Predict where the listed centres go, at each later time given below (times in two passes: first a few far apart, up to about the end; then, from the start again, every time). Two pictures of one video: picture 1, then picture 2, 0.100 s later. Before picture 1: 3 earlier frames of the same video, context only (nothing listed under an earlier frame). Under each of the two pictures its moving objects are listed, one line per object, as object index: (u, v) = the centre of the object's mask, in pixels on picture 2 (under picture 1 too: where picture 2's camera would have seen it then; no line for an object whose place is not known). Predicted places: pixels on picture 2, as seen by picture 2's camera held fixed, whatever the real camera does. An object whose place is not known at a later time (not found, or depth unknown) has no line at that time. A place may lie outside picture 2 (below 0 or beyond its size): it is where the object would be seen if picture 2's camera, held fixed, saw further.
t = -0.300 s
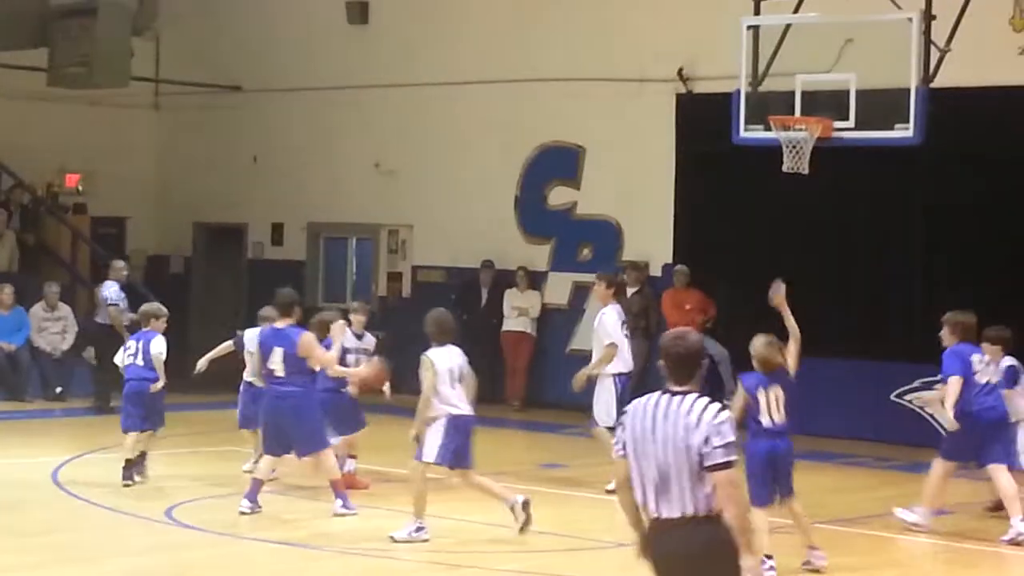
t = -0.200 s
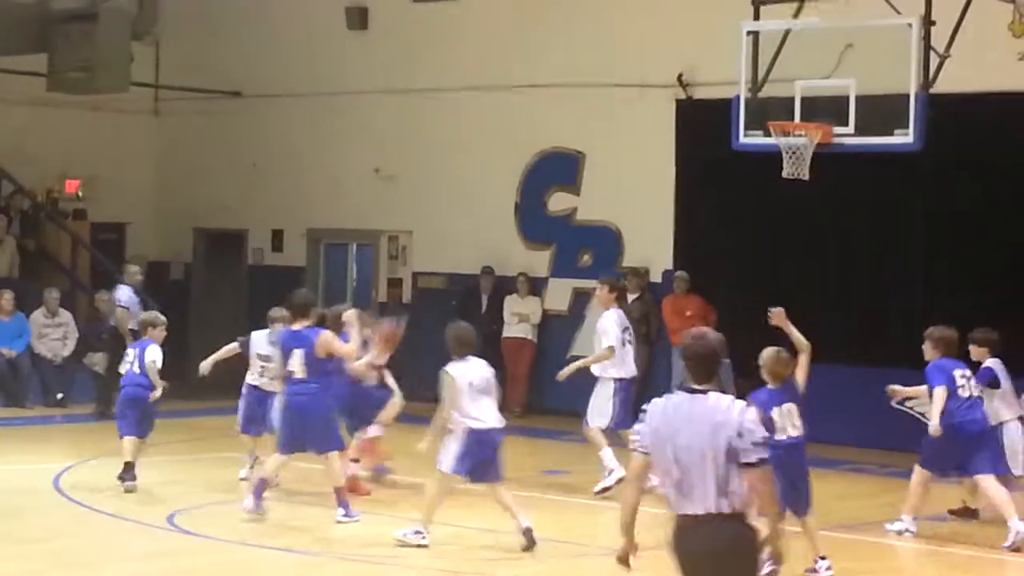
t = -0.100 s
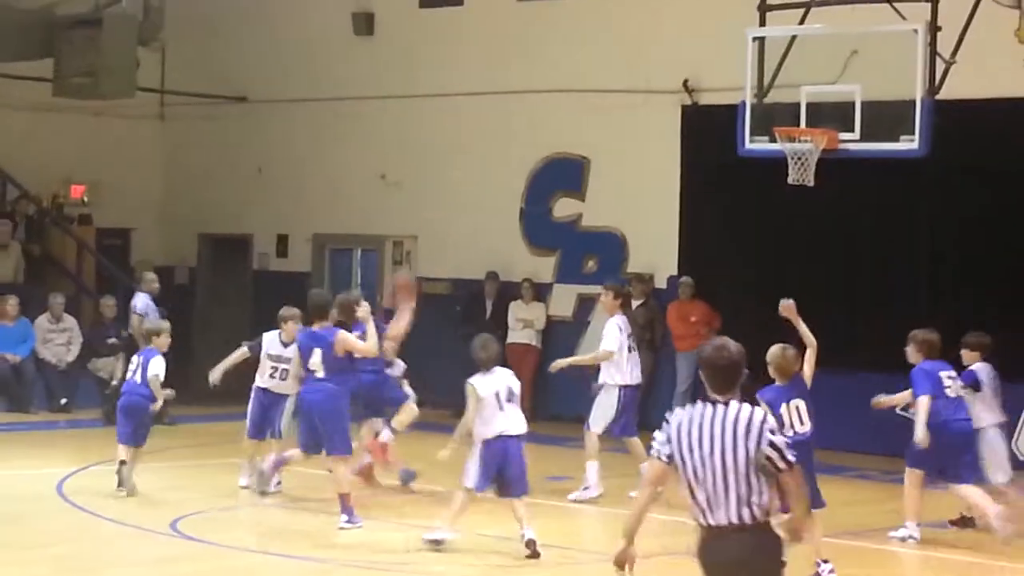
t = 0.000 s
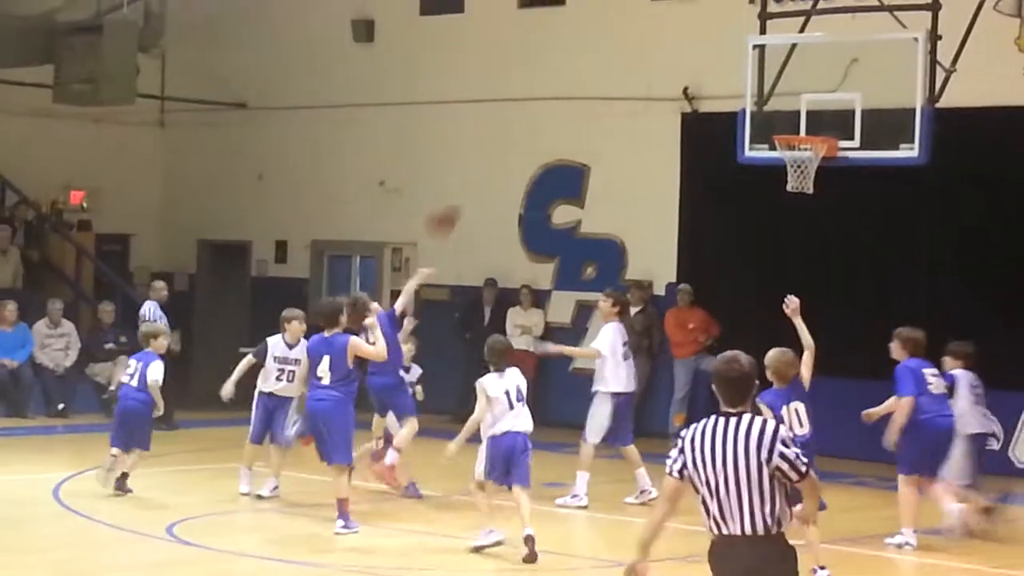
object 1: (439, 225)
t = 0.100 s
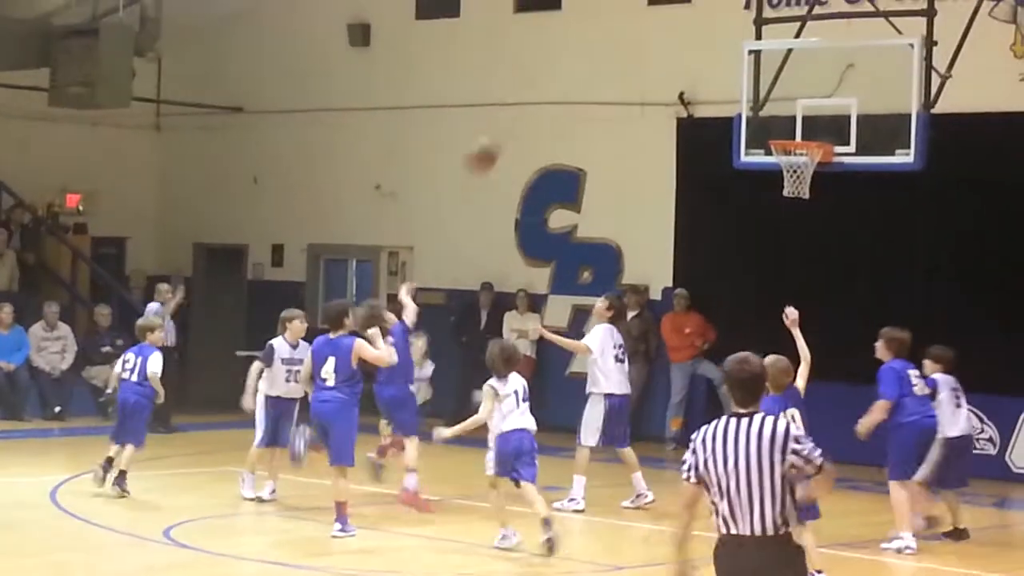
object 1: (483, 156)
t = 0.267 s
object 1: (551, 74)
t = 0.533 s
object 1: (653, 19)
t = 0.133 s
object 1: (496, 137)
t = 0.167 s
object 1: (510, 119)
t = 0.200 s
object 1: (524, 102)
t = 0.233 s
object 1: (537, 88)
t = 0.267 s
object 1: (551, 74)
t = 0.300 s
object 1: (564, 64)
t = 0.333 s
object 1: (577, 55)
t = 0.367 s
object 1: (590, 45)
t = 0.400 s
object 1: (603, 37)
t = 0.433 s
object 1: (616, 31)
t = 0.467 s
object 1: (629, 25)
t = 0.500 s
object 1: (642, 22)
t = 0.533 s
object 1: (653, 19)
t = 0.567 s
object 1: (665, 17)
